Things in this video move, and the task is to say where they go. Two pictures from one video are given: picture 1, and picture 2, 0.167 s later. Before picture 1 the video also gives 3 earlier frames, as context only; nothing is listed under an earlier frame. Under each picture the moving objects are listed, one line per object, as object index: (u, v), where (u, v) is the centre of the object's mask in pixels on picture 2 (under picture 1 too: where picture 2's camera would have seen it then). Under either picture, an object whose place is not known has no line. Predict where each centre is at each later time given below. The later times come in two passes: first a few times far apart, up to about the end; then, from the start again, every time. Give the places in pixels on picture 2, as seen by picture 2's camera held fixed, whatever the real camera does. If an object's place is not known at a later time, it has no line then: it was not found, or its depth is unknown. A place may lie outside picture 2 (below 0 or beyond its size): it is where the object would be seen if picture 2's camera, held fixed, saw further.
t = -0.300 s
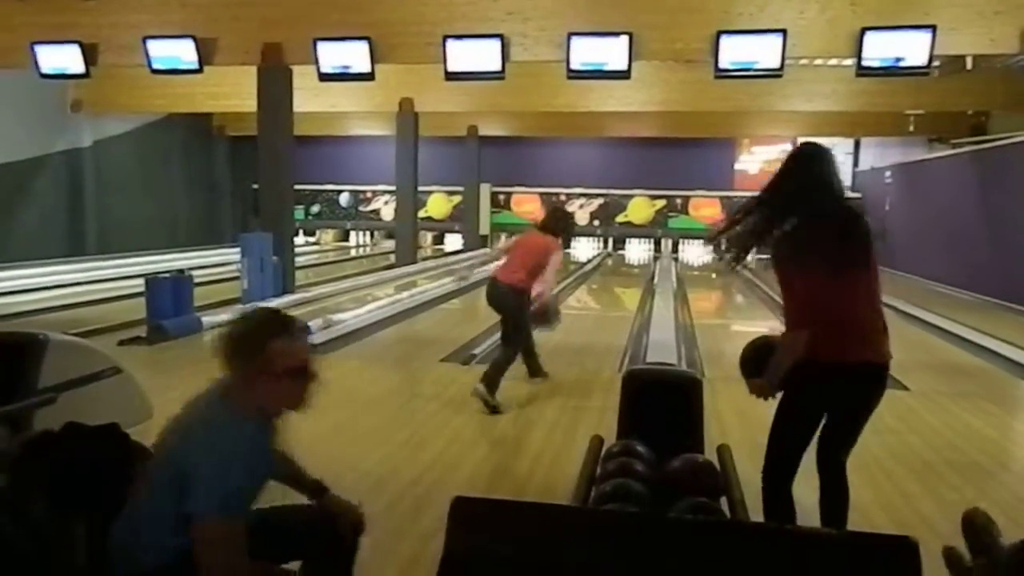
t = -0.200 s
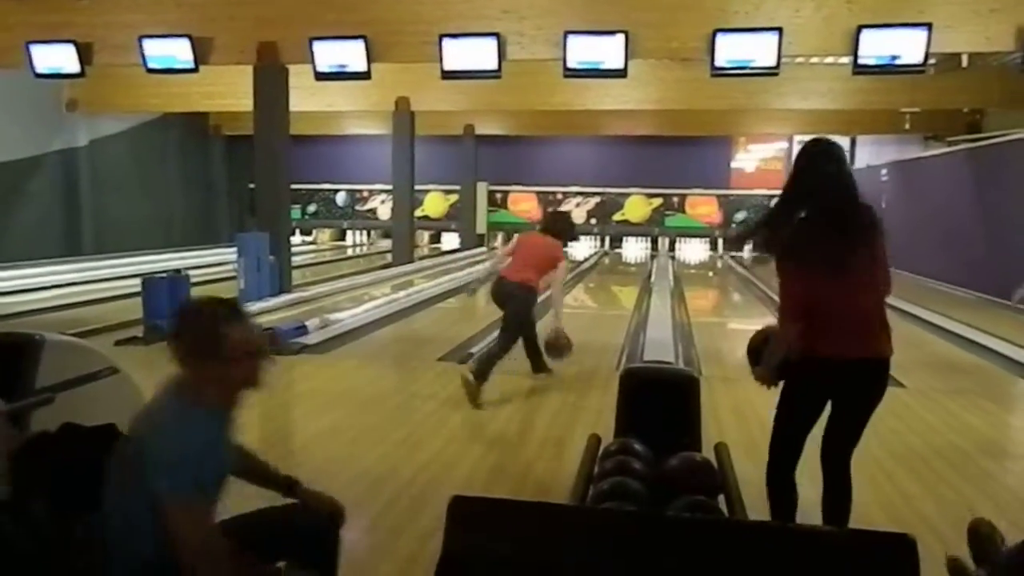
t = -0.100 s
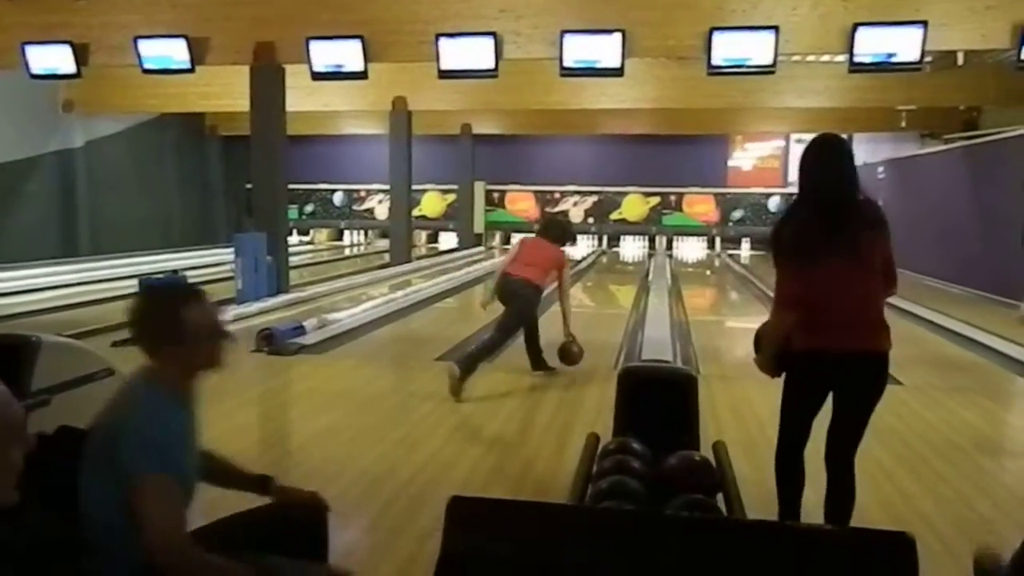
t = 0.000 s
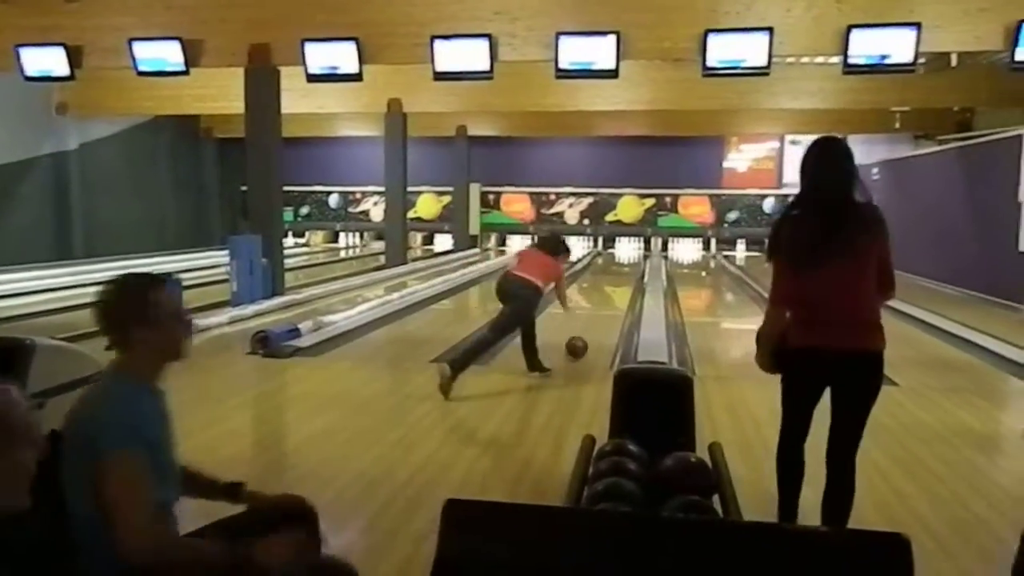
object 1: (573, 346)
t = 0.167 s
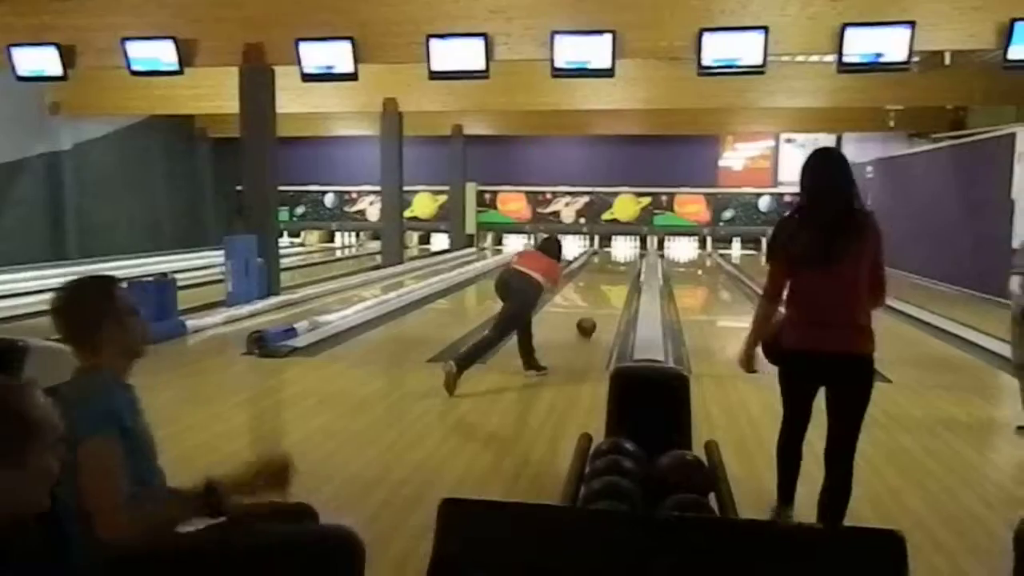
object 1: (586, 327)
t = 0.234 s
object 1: (591, 320)
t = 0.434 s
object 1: (601, 304)
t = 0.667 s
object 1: (608, 291)
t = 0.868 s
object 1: (613, 283)
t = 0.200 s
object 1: (588, 324)
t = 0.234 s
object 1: (591, 320)
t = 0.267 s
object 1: (593, 318)
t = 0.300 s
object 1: (594, 315)
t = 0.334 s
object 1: (596, 312)
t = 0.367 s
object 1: (597, 309)
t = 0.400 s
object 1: (599, 307)
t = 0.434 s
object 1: (601, 304)
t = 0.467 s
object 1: (602, 303)
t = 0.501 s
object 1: (603, 300)
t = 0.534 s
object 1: (605, 297)
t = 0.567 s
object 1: (606, 296)
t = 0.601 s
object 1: (607, 294)
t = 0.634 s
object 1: (608, 292)
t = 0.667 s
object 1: (608, 291)
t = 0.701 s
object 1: (609, 289)
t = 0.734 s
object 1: (610, 288)
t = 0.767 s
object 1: (611, 288)
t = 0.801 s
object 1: (612, 287)
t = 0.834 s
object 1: (612, 283)
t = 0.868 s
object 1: (613, 283)
